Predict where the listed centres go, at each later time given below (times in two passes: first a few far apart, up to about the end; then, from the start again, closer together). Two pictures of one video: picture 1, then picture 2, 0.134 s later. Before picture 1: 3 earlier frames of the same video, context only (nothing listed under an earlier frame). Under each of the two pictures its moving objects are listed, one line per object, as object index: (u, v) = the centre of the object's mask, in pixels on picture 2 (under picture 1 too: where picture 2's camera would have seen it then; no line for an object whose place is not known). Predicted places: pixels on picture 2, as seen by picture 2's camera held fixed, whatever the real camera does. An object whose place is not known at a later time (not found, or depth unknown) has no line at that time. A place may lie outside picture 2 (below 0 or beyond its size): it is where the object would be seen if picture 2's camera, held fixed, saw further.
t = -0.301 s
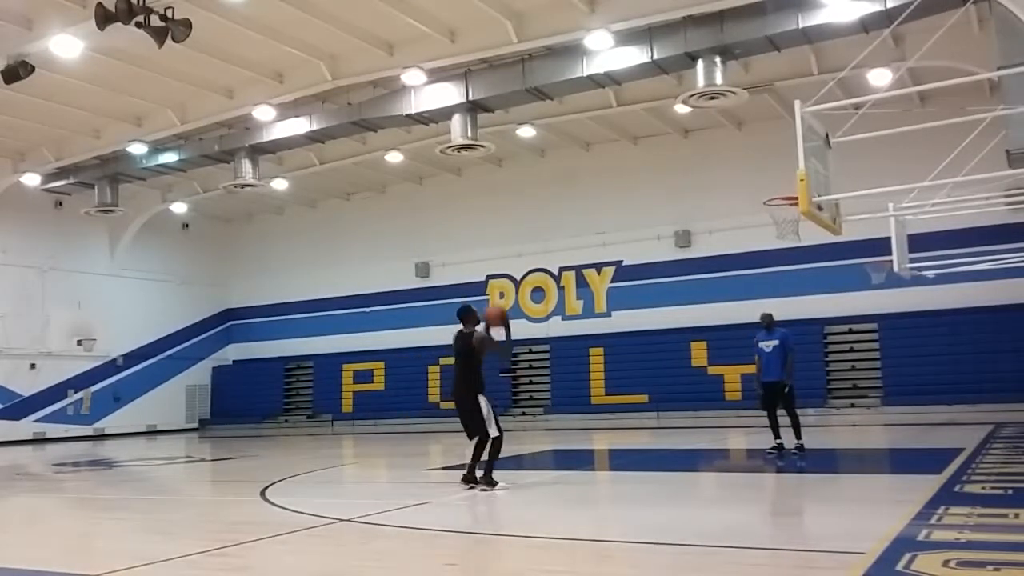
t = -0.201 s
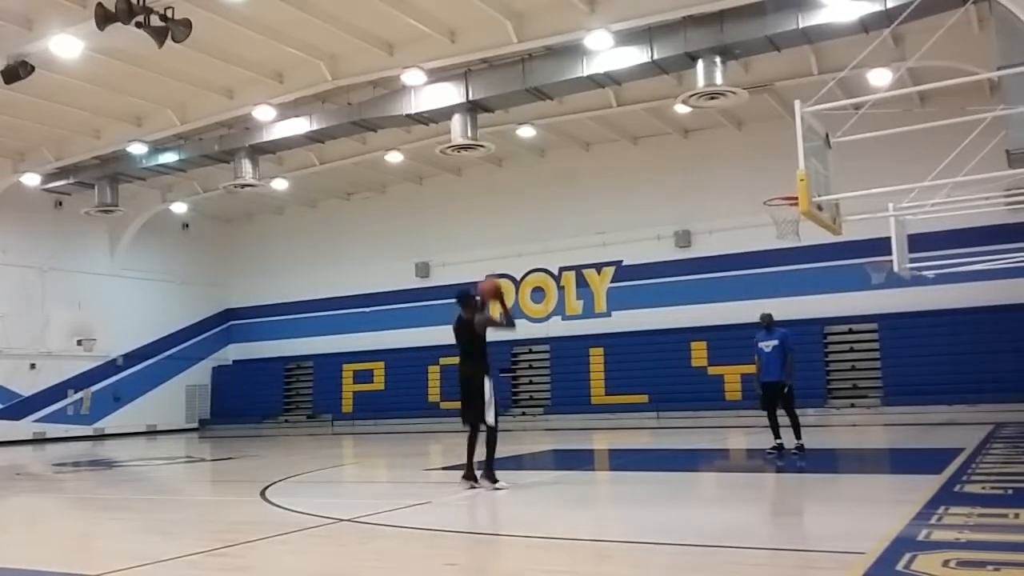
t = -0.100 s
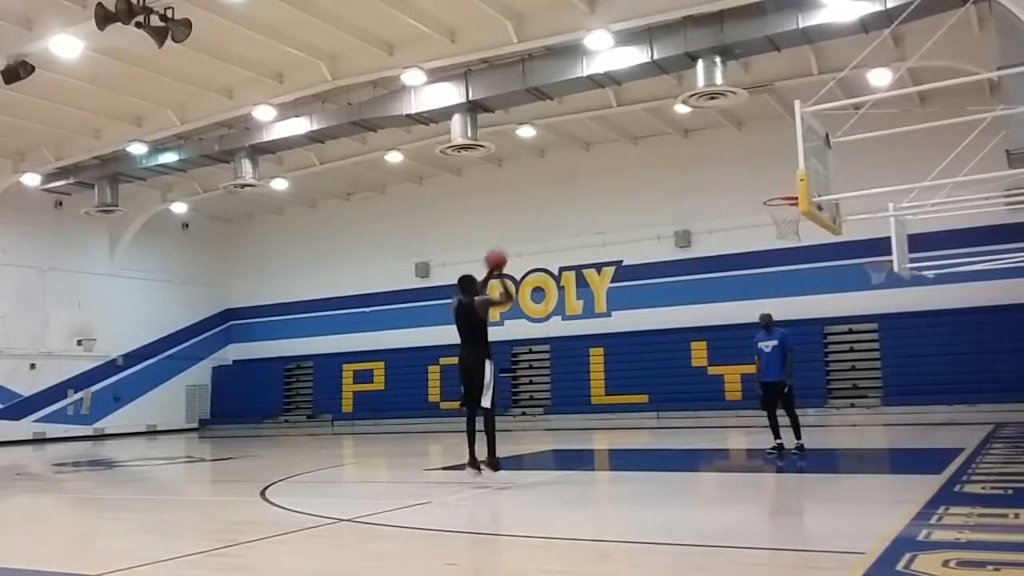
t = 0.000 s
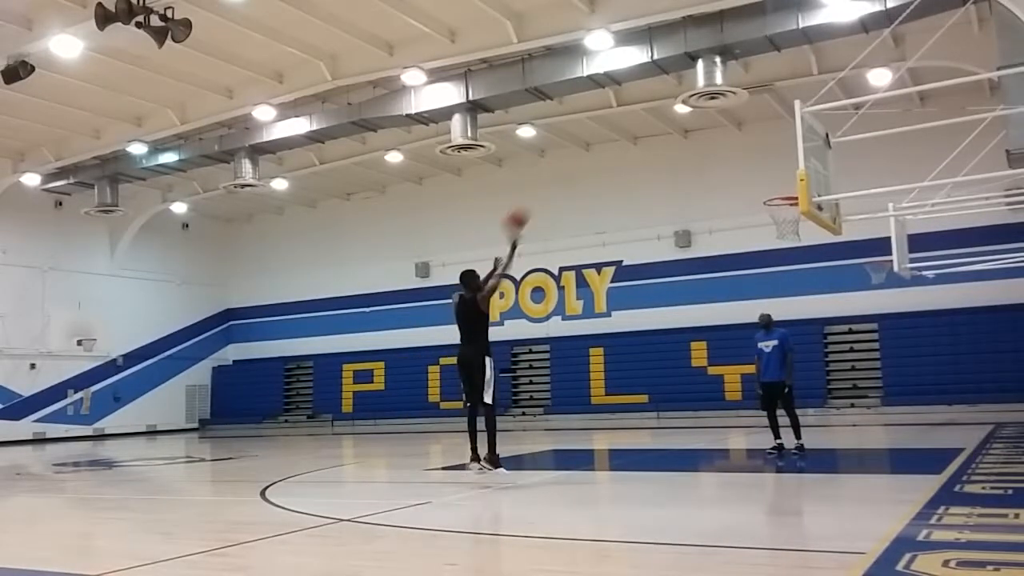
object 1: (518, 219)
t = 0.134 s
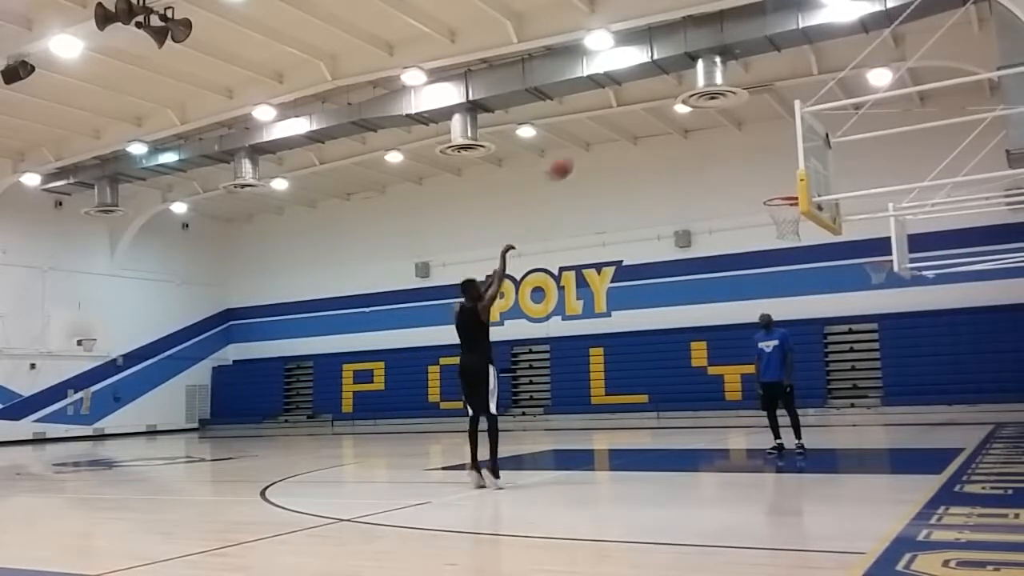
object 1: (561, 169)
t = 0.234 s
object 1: (593, 144)
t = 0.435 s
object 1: (651, 120)
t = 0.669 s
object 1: (717, 134)
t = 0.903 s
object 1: (779, 189)
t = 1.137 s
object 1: (793, 154)
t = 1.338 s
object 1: (791, 143)
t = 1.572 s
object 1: (778, 172)
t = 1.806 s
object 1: (764, 173)
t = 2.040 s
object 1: (752, 184)
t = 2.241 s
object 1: (745, 231)
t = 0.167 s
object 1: (572, 159)
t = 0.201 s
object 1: (583, 150)
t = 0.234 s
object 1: (593, 144)
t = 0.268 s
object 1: (602, 136)
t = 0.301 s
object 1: (613, 130)
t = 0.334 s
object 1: (623, 126)
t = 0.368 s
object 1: (632, 123)
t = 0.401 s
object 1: (642, 121)
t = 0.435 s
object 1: (651, 120)
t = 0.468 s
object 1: (661, 118)
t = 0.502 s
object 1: (670, 120)
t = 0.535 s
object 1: (680, 121)
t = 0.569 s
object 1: (690, 122)
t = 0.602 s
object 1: (700, 125)
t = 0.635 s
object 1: (708, 129)
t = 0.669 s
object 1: (717, 134)
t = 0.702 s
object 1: (726, 139)
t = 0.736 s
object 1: (736, 146)
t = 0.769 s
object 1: (744, 153)
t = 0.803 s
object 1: (753, 161)
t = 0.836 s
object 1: (762, 170)
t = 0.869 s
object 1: (771, 179)
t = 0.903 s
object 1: (779, 189)
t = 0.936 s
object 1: (785, 191)
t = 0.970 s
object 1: (787, 184)
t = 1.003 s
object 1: (788, 176)
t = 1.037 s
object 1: (789, 169)
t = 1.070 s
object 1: (791, 163)
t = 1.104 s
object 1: (792, 158)
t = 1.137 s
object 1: (793, 154)
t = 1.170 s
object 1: (794, 150)
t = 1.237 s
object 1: (795, 147)
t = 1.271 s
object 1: (794, 144)
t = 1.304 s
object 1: (792, 143)
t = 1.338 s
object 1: (791, 143)
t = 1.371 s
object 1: (790, 145)
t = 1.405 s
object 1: (788, 147)
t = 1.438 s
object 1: (787, 150)
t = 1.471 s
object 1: (785, 154)
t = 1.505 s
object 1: (783, 159)
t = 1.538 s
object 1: (780, 165)
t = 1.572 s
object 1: (778, 172)
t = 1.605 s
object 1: (776, 180)
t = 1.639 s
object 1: (774, 188)
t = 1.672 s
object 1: (772, 185)
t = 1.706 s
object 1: (770, 181)
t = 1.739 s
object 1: (768, 177)
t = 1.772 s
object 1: (766, 174)
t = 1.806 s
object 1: (764, 173)
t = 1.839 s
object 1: (763, 171)
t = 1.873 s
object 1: (761, 171)
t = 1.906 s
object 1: (759, 172)
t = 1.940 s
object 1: (757, 173)
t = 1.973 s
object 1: (756, 176)
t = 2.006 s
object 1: (754, 179)
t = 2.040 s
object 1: (752, 184)
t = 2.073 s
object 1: (751, 189)
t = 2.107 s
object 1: (749, 196)
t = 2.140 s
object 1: (748, 203)
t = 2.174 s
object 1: (747, 211)
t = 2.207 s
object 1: (745, 221)
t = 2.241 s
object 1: (745, 231)
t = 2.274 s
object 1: (743, 243)
